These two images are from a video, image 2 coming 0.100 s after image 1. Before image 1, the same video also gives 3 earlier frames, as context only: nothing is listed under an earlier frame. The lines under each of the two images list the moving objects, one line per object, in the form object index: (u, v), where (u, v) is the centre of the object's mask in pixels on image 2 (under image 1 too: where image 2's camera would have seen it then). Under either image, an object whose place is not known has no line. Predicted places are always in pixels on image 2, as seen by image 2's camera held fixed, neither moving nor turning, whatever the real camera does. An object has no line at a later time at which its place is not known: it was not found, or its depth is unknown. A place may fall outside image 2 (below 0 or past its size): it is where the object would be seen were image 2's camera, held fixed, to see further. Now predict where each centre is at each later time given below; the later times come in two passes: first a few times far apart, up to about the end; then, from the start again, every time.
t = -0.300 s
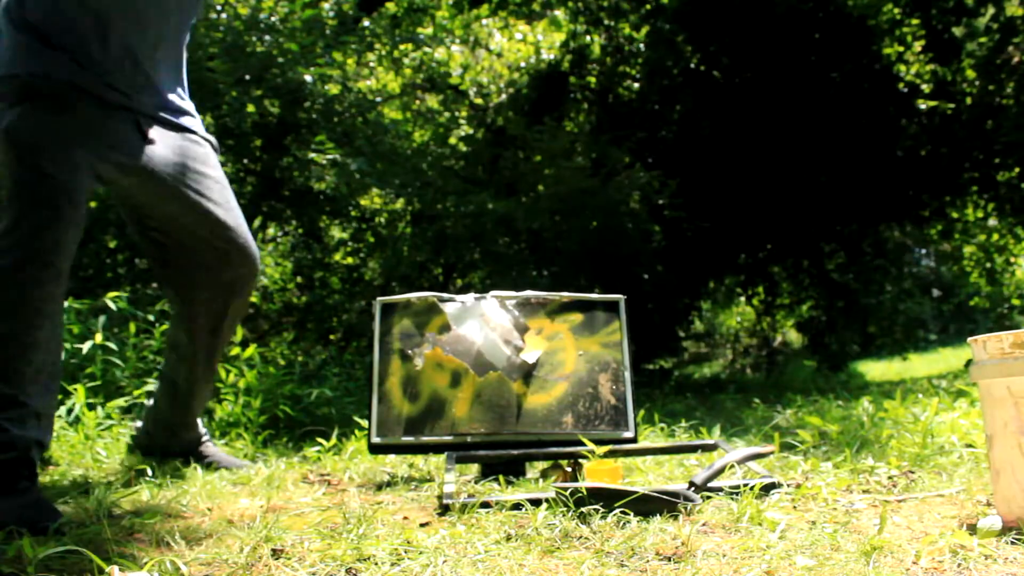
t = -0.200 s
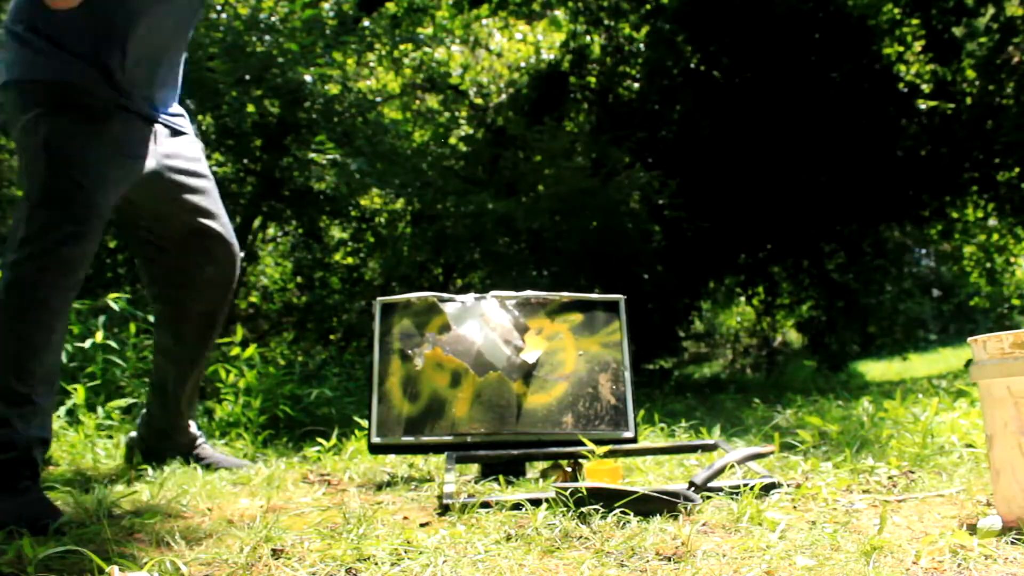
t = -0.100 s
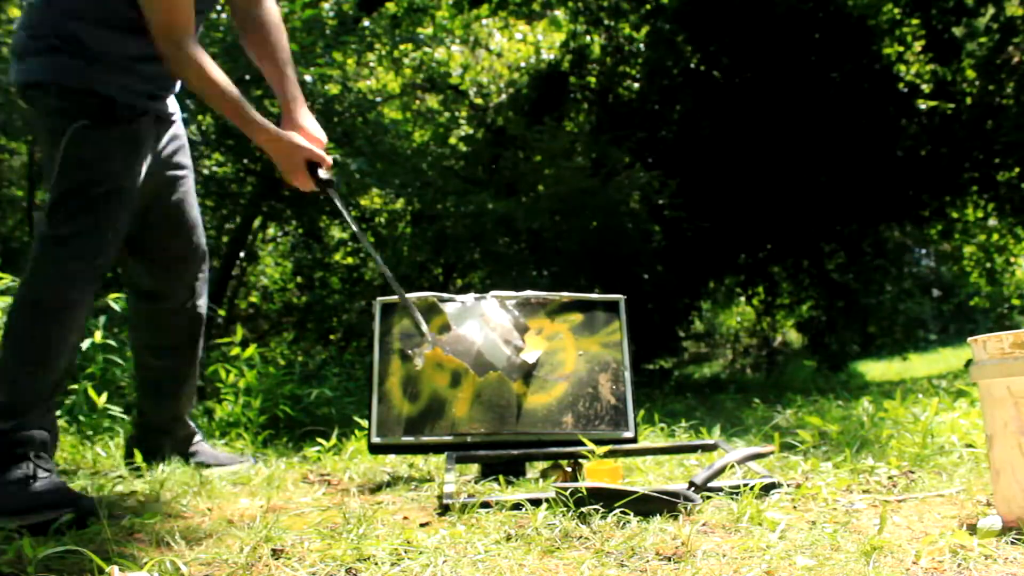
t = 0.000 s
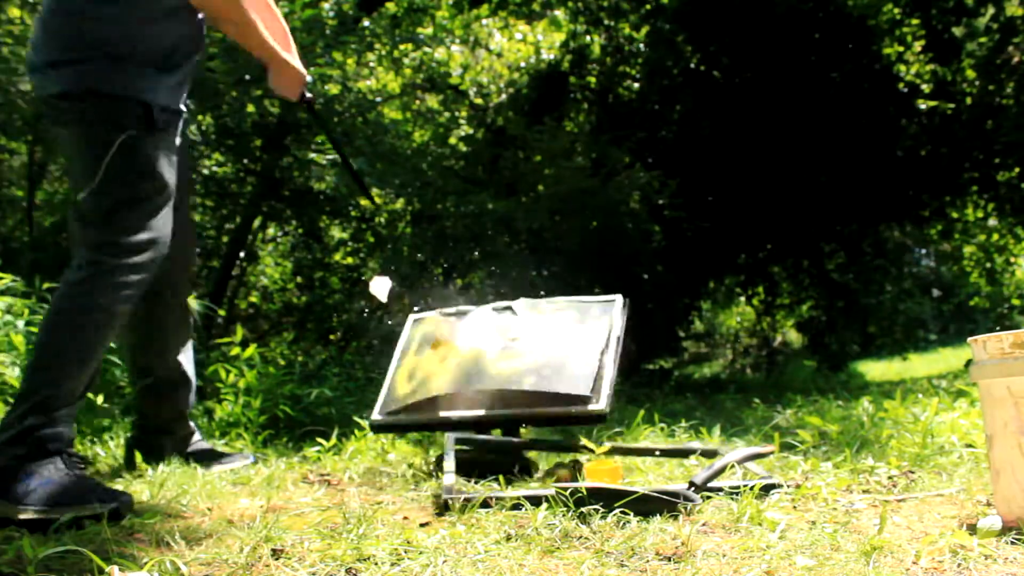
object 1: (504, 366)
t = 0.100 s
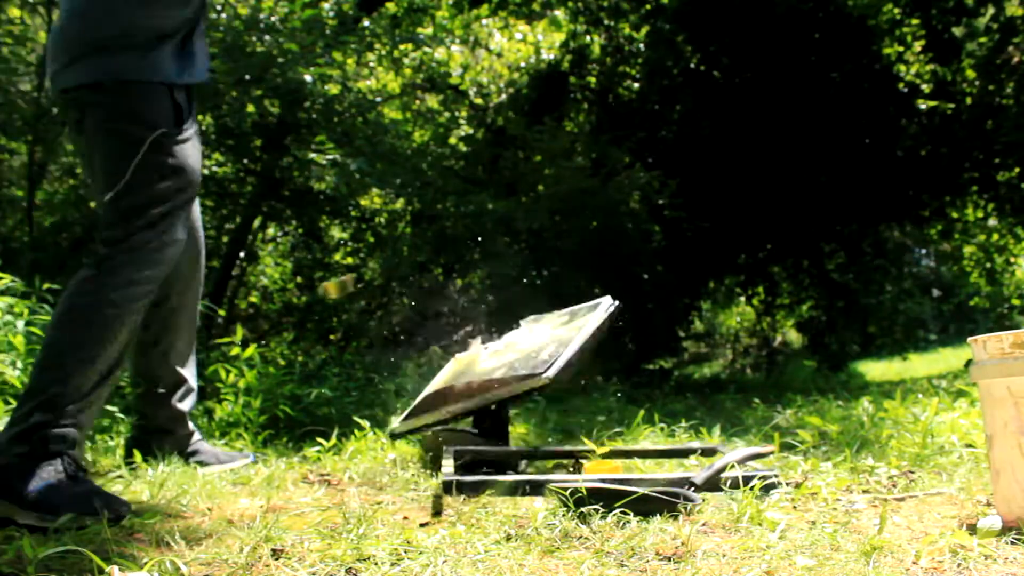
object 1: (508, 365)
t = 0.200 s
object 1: (515, 382)
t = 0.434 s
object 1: (563, 388)
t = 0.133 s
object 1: (524, 361)
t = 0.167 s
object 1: (509, 381)
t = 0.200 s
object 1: (515, 382)
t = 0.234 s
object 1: (520, 382)
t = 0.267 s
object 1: (545, 373)
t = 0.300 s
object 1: (531, 373)
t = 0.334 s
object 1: (541, 373)
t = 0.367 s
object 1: (551, 378)
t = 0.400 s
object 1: (558, 384)
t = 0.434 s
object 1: (563, 388)
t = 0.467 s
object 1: (560, 392)
